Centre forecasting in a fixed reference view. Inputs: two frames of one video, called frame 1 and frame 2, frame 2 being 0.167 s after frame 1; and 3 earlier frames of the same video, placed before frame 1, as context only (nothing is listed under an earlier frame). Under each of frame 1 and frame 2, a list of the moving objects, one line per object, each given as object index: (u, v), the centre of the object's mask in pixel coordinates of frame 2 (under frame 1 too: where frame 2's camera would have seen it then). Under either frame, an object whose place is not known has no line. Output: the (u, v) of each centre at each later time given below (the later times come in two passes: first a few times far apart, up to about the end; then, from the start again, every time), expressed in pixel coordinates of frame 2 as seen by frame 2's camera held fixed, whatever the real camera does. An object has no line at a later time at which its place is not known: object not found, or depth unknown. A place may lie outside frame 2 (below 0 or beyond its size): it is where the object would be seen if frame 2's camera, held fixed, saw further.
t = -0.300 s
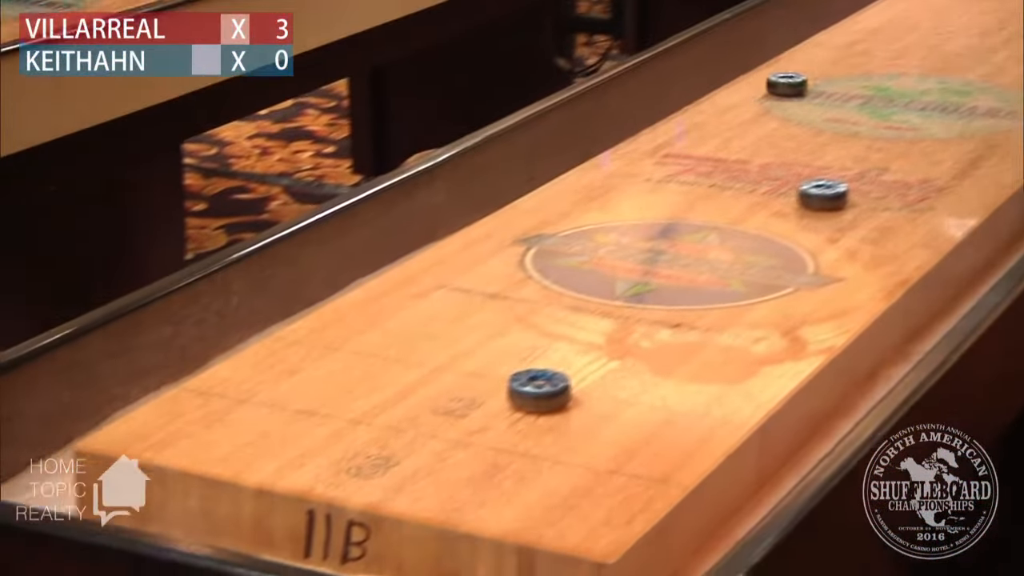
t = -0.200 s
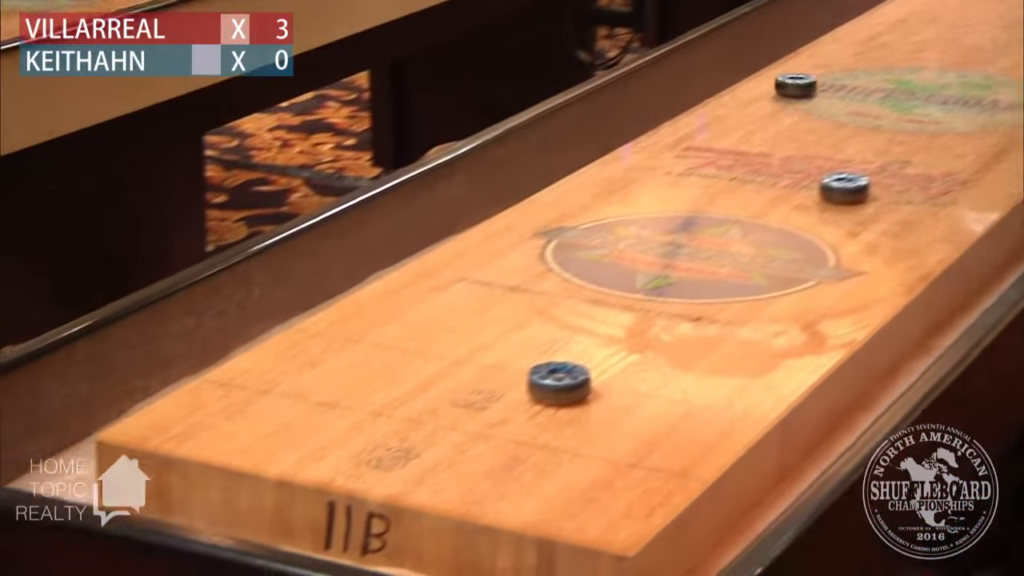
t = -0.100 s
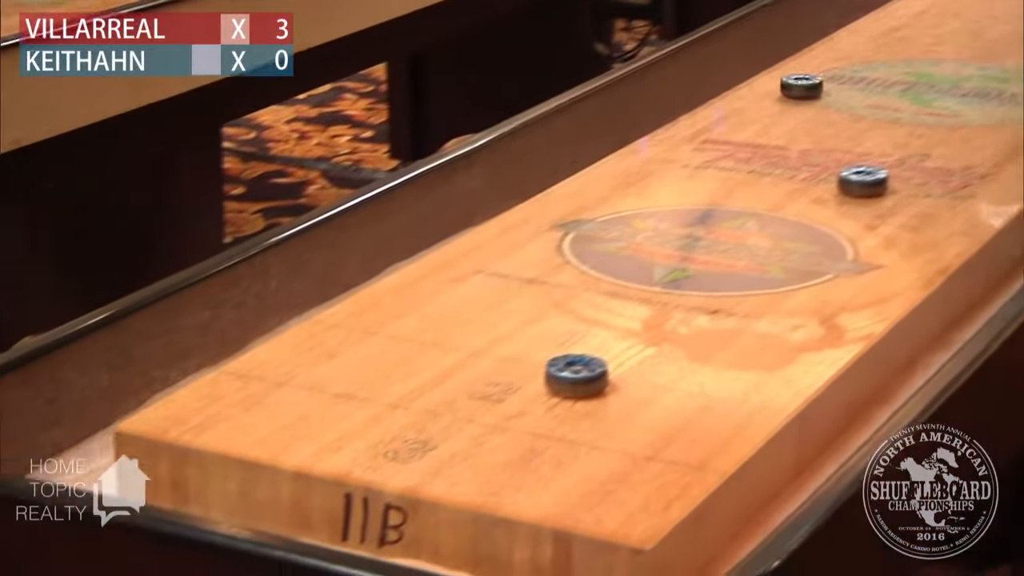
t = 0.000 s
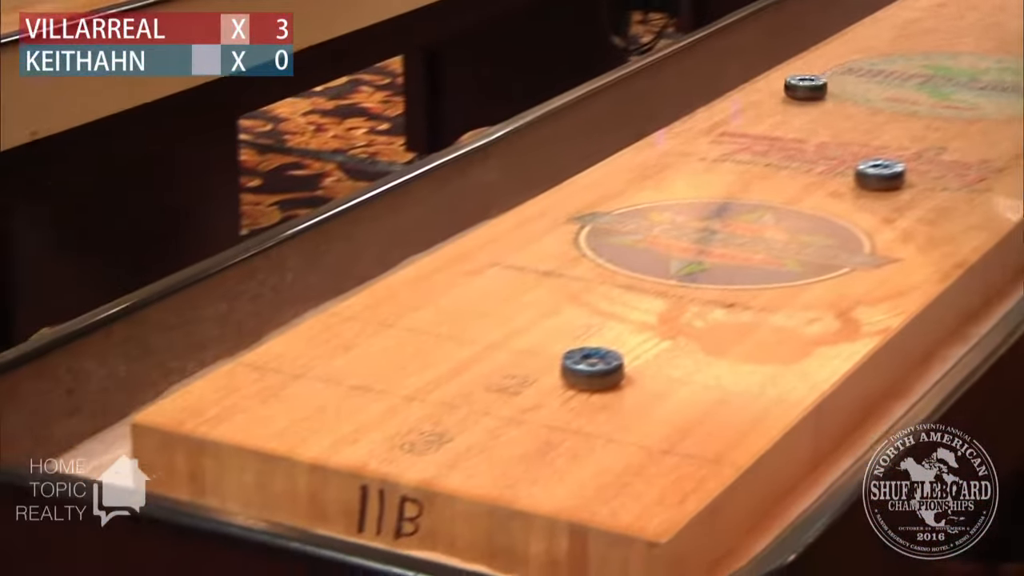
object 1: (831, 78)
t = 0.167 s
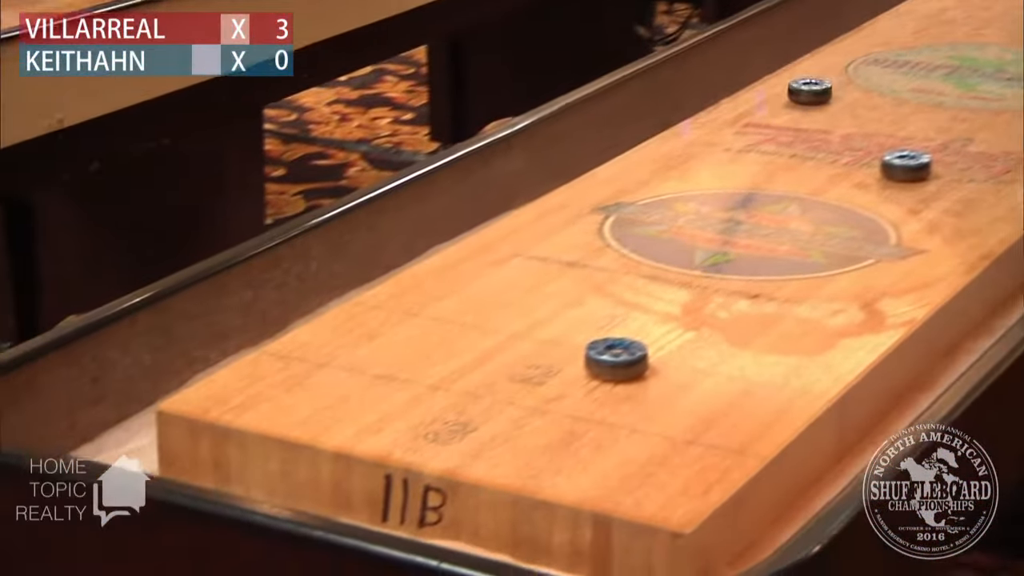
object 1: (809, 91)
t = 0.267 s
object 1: (796, 100)
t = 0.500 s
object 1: (767, 119)
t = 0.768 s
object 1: (733, 141)
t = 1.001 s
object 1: (704, 160)
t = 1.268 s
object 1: (671, 182)
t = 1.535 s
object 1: (639, 204)
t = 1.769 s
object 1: (610, 222)
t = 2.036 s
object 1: (579, 243)
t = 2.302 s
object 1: (550, 264)
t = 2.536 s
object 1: (526, 281)
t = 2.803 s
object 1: (501, 301)
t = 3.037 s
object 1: (480, 317)
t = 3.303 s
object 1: (457, 334)
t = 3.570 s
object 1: (437, 350)
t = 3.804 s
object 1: (423, 362)
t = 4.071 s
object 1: (410, 375)
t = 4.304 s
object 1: (402, 383)
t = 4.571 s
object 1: (397, 389)
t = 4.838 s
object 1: (397, 390)
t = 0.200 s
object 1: (805, 94)
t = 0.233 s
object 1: (801, 97)
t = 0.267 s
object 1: (796, 100)
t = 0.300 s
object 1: (792, 103)
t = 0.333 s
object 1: (788, 105)
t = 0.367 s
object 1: (784, 108)
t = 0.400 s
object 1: (780, 111)
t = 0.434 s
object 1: (775, 113)
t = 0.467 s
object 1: (771, 117)
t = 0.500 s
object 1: (767, 119)
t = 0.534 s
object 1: (762, 122)
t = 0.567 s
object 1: (758, 125)
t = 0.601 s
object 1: (754, 127)
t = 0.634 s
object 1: (749, 130)
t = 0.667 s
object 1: (745, 133)
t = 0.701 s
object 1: (741, 136)
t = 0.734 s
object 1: (737, 138)
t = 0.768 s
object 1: (733, 141)
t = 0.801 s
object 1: (729, 144)
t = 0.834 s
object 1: (724, 146)
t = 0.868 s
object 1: (720, 149)
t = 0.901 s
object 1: (716, 152)
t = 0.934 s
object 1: (712, 154)
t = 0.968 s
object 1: (708, 157)
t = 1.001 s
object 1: (704, 160)
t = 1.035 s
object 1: (700, 163)
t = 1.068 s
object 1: (695, 165)
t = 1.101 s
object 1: (691, 168)
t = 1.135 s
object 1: (687, 171)
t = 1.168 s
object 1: (683, 174)
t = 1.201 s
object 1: (679, 176)
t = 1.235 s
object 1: (675, 179)
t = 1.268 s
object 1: (671, 182)
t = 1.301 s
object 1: (667, 184)
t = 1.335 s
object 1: (663, 188)
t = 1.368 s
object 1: (659, 190)
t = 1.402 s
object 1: (655, 193)
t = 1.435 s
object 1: (650, 196)
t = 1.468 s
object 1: (646, 199)
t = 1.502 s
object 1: (642, 201)
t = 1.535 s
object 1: (639, 204)
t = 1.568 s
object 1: (634, 207)
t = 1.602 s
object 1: (630, 209)
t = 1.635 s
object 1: (626, 212)
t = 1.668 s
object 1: (622, 214)
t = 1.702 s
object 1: (618, 217)
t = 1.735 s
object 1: (614, 219)
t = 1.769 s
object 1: (610, 222)
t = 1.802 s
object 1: (606, 224)
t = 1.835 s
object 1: (602, 227)
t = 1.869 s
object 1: (598, 230)
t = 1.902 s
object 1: (594, 232)
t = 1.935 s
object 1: (590, 235)
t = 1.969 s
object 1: (586, 238)
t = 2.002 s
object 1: (583, 240)
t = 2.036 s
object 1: (579, 243)
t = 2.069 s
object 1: (575, 246)
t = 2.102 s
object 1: (571, 248)
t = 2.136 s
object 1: (567, 251)
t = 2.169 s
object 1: (564, 253)
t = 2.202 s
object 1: (560, 256)
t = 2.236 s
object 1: (556, 259)
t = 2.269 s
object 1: (553, 261)
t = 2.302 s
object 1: (550, 264)
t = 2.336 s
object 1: (546, 266)
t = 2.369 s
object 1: (542, 269)
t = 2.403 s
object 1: (539, 271)
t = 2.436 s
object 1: (535, 274)
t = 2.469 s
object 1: (533, 276)
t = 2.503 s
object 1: (529, 279)
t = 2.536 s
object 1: (526, 281)
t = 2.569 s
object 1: (522, 284)
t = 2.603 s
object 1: (519, 286)
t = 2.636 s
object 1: (516, 289)
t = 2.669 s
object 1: (513, 291)
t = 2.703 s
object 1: (510, 293)
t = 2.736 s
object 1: (507, 296)
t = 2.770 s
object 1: (504, 298)
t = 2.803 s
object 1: (501, 301)
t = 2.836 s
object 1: (498, 303)
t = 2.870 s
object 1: (494, 305)
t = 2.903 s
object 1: (491, 308)
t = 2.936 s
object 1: (489, 310)
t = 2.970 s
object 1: (486, 312)
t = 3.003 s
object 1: (483, 315)
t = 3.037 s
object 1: (480, 317)
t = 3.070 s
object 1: (477, 319)
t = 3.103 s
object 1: (474, 322)
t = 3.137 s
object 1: (471, 324)
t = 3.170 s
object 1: (468, 326)
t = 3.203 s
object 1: (465, 328)
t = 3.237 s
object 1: (463, 330)
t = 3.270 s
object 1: (460, 332)
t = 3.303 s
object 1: (457, 334)
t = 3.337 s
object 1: (455, 336)
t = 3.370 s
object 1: (452, 338)
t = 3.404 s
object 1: (450, 340)
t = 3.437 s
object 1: (447, 343)
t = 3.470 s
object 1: (445, 344)
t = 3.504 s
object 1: (442, 346)
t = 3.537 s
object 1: (440, 348)
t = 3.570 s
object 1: (437, 350)
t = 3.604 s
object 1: (435, 352)
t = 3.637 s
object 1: (433, 354)
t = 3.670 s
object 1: (431, 356)
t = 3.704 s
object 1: (429, 357)
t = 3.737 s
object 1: (427, 359)
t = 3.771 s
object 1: (425, 360)
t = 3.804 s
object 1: (423, 362)
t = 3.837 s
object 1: (421, 364)
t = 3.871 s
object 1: (419, 366)
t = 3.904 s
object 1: (418, 367)
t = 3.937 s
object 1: (416, 369)
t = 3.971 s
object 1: (414, 370)
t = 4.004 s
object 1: (413, 372)
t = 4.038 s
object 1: (411, 373)
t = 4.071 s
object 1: (410, 375)
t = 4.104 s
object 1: (408, 376)
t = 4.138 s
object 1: (407, 377)
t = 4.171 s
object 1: (406, 379)
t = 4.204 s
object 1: (405, 380)
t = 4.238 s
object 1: (404, 381)
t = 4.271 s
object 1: (403, 382)
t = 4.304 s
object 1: (402, 383)
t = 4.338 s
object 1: (401, 384)
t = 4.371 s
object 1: (400, 385)
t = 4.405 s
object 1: (400, 386)
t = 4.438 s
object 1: (399, 386)
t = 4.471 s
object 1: (398, 387)
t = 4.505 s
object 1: (398, 388)
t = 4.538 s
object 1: (398, 388)
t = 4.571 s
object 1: (397, 389)
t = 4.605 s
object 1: (397, 389)
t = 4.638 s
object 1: (397, 389)
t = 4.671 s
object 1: (397, 389)
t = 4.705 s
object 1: (397, 390)
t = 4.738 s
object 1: (397, 390)
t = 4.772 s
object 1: (397, 390)
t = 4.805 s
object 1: (397, 390)
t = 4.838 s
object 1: (397, 390)
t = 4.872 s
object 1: (397, 390)
